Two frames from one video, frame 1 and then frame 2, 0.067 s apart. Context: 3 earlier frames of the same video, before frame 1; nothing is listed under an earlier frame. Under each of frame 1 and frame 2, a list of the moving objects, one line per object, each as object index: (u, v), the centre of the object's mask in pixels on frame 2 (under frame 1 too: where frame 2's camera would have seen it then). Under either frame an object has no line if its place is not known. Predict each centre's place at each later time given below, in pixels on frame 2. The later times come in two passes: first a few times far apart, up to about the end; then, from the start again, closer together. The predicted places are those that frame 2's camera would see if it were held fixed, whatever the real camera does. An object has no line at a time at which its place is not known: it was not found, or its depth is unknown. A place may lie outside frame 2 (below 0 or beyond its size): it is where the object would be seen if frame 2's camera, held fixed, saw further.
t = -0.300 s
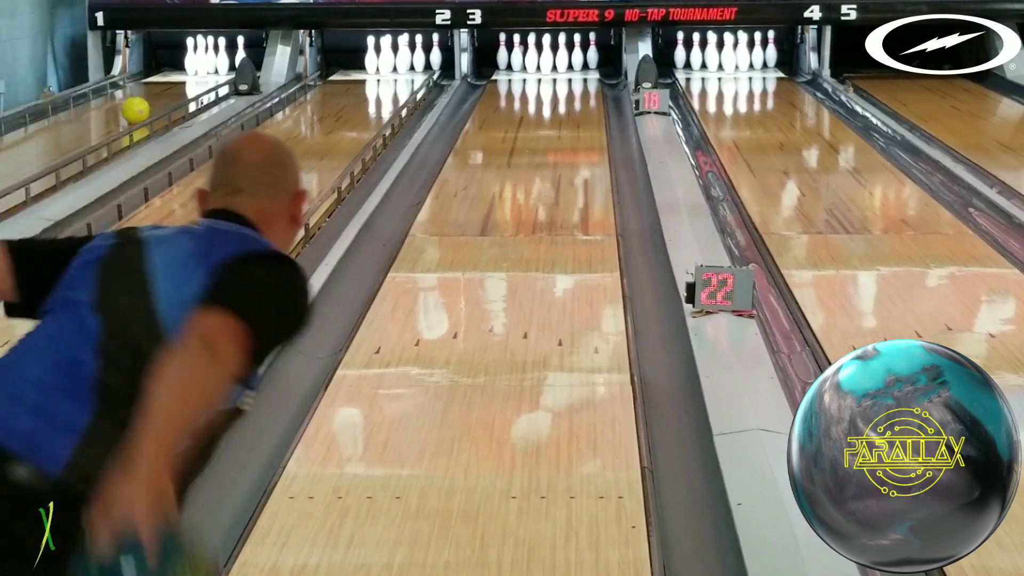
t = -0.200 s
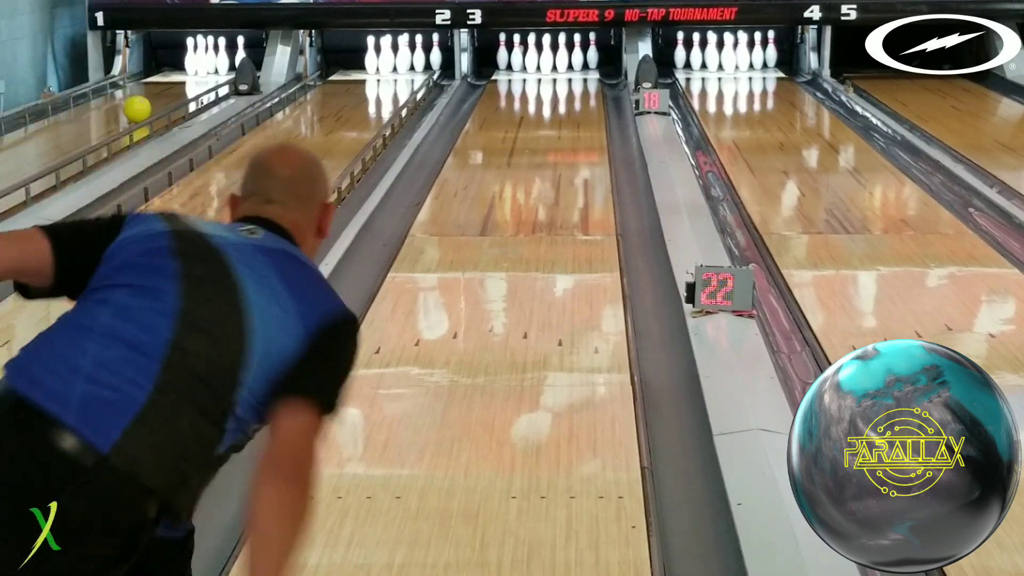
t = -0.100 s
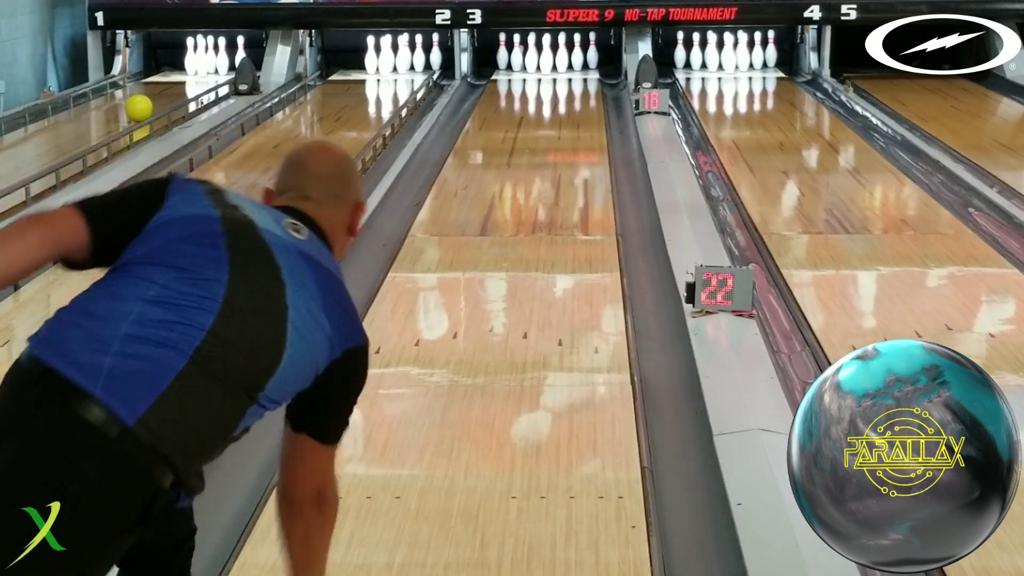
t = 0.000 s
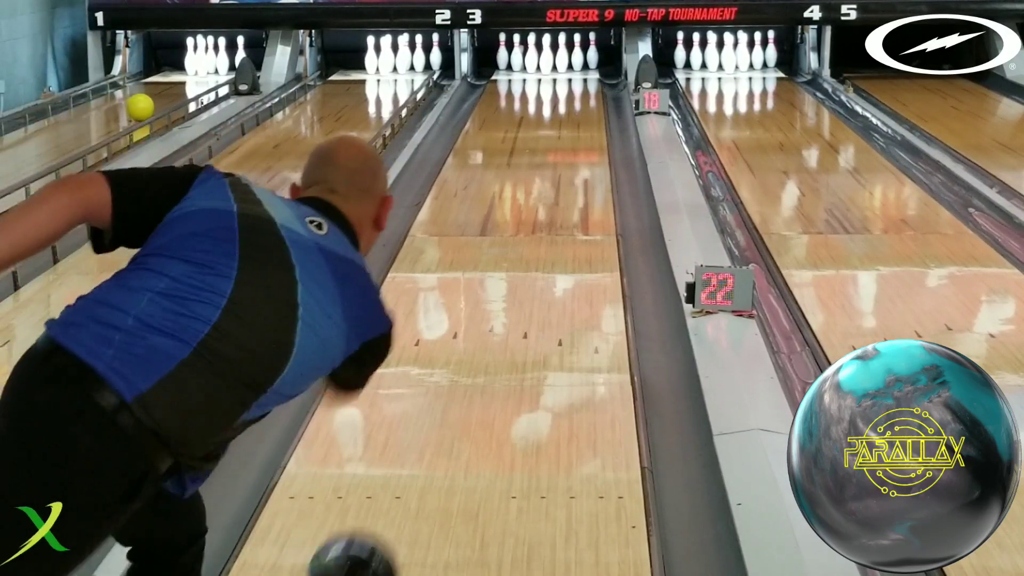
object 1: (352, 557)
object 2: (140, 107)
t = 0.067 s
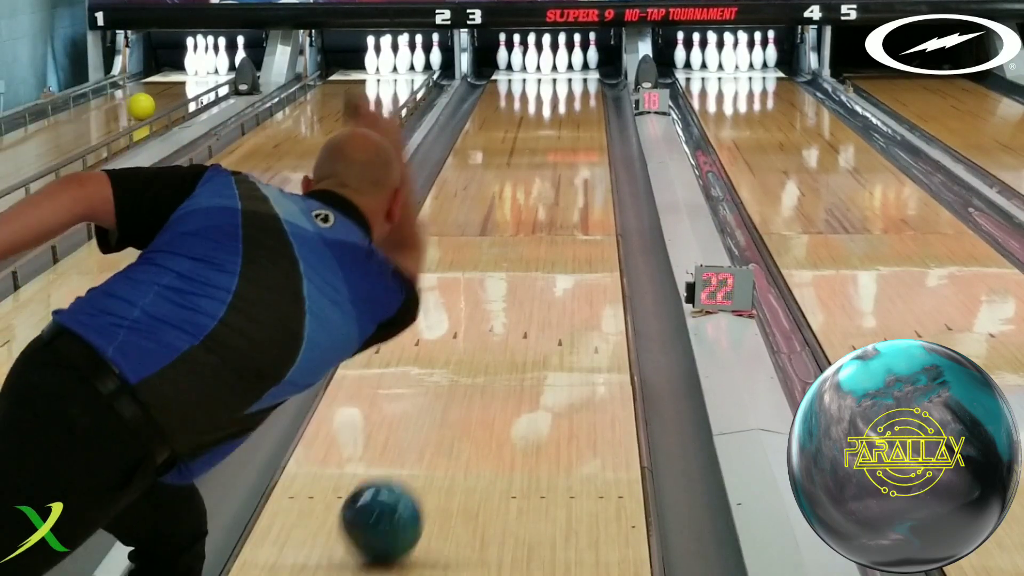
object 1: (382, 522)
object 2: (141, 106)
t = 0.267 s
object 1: (445, 396)
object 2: (144, 104)
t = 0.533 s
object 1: (496, 292)
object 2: (147, 101)
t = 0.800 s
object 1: (528, 225)
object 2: (151, 99)
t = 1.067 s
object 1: (550, 178)
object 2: (154, 96)
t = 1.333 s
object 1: (564, 142)
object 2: (157, 93)
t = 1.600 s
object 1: (574, 115)
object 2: (159, 91)
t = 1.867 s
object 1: (576, 94)
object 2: (162, 88)
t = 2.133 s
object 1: (569, 78)
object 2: (165, 86)
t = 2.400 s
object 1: (554, 66)
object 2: (165, 81)
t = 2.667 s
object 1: (553, 60)
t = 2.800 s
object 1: (551, 59)
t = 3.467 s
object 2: (180, 68)
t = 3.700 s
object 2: (178, 73)
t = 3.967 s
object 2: (180, 71)
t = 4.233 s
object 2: (182, 69)
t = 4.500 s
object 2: (184, 67)
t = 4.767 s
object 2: (185, 66)
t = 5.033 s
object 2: (184, 64)
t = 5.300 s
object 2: (181, 63)
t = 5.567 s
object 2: (178, 63)
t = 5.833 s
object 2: (176, 62)
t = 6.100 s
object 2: (173, 61)
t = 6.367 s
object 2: (170, 60)
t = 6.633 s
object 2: (167, 60)
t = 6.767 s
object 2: (166, 67)
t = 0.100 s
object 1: (395, 497)
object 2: (142, 106)
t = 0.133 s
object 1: (406, 474)
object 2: (142, 105)
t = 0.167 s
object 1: (416, 453)
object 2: (143, 105)
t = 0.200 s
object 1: (427, 433)
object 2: (143, 104)
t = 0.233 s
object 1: (436, 414)
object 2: (143, 104)
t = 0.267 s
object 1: (445, 396)
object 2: (144, 104)
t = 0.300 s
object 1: (452, 382)
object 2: (144, 104)
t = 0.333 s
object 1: (447, 386)
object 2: (145, 103)
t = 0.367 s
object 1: (476, 346)
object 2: (145, 103)
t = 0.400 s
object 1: (474, 339)
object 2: (146, 103)
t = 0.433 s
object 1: (480, 326)
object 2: (146, 102)
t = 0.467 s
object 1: (485, 314)
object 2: (147, 102)
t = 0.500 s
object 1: (491, 303)
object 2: (147, 102)
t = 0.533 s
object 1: (496, 292)
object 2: (147, 101)
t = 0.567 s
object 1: (501, 282)
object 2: (148, 101)
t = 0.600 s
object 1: (506, 272)
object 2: (148, 101)
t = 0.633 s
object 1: (509, 264)
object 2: (149, 100)
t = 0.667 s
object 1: (514, 255)
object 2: (149, 100)
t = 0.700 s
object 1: (518, 247)
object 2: (149, 100)
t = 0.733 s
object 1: (521, 239)
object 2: (150, 99)
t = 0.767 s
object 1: (525, 232)
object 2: (151, 99)
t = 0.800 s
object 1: (528, 225)
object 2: (151, 99)
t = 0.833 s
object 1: (531, 218)
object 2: (151, 98)
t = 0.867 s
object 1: (534, 211)
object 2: (152, 98)
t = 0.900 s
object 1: (537, 205)
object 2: (152, 98)
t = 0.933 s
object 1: (540, 199)
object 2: (152, 97)
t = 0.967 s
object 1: (543, 193)
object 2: (153, 97)
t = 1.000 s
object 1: (545, 188)
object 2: (153, 97)
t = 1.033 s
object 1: (548, 183)
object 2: (153, 96)
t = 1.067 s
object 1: (550, 178)
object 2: (154, 96)
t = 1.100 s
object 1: (552, 173)
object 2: (154, 96)
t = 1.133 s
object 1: (554, 168)
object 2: (154, 95)
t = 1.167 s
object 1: (556, 163)
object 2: (155, 95)
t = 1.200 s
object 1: (558, 158)
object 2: (155, 94)
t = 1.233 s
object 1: (560, 154)
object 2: (155, 94)
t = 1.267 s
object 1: (561, 150)
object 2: (156, 94)
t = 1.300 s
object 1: (563, 146)
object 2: (156, 94)
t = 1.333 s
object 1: (564, 142)
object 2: (157, 93)
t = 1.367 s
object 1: (566, 138)
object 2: (157, 93)
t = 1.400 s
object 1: (568, 134)
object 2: (157, 93)
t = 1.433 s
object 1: (569, 131)
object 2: (158, 93)
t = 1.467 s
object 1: (569, 128)
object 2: (158, 92)
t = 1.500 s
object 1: (571, 124)
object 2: (158, 92)
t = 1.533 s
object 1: (572, 121)
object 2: (159, 92)
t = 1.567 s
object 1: (573, 118)
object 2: (159, 92)
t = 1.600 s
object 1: (574, 115)
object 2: (159, 91)
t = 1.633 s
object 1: (574, 112)
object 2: (159, 91)
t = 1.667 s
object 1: (575, 110)
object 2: (160, 91)
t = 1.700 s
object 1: (576, 107)
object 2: (161, 90)
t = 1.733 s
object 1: (576, 104)
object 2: (161, 90)
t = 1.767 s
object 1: (576, 102)
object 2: (161, 89)
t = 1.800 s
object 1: (576, 99)
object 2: (161, 89)
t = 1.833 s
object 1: (576, 97)
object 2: (161, 89)
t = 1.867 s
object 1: (576, 94)
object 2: (162, 88)
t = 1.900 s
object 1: (576, 92)
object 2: (162, 88)
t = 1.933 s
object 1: (575, 90)
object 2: (162, 88)
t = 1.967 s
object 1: (575, 88)
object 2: (163, 88)
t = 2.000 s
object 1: (574, 86)
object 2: (163, 87)
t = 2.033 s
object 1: (573, 84)
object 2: (164, 87)
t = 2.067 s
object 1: (572, 82)
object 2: (164, 86)
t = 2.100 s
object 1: (571, 80)
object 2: (164, 86)
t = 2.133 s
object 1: (569, 78)
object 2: (165, 86)
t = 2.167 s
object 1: (568, 77)
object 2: (165, 85)
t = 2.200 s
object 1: (566, 75)
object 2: (165, 85)
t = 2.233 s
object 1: (564, 73)
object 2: (166, 85)
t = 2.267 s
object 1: (562, 72)
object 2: (166, 85)
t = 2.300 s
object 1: (561, 70)
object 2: (166, 85)
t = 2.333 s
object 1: (558, 69)
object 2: (167, 84)
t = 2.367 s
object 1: (556, 67)
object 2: (166, 83)
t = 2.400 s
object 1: (554, 66)
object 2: (165, 81)
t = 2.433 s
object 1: (554, 64)
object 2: (165, 78)
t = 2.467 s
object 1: (554, 63)
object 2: (164, 76)
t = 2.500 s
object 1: (553, 62)
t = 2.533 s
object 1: (553, 62)
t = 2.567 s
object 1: (554, 61)
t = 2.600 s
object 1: (554, 60)
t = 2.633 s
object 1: (554, 60)
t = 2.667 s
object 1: (553, 60)
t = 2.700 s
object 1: (552, 60)
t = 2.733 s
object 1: (553, 58)
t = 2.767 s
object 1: (553, 58)
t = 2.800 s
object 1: (551, 59)
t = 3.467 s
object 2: (180, 68)
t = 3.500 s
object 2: (179, 70)
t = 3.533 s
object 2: (179, 71)
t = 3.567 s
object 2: (178, 72)
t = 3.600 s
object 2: (178, 72)
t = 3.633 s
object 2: (178, 73)
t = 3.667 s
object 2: (178, 73)
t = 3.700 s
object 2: (178, 73)
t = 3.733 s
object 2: (178, 73)
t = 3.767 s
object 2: (179, 73)
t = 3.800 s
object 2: (179, 72)
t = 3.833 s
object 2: (179, 72)
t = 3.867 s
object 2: (179, 72)
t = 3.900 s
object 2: (180, 71)
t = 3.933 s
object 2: (180, 71)
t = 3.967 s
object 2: (180, 71)
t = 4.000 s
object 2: (180, 71)
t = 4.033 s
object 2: (181, 70)
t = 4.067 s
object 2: (181, 70)
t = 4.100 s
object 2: (181, 70)
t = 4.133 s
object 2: (181, 70)
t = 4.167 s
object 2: (181, 69)
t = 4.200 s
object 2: (181, 69)
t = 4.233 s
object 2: (182, 69)
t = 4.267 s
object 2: (182, 68)
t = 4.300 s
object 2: (182, 68)
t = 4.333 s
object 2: (183, 68)
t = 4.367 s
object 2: (183, 67)
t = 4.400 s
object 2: (183, 67)
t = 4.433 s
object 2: (183, 67)
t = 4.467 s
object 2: (184, 67)
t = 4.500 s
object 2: (184, 67)
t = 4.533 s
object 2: (184, 67)
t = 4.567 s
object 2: (184, 66)
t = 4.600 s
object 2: (184, 66)
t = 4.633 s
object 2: (184, 66)
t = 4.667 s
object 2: (184, 66)
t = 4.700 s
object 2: (185, 66)
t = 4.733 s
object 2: (185, 66)
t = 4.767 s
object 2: (185, 66)
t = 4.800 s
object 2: (185, 65)
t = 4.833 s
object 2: (185, 65)
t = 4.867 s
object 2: (184, 65)
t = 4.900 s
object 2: (184, 65)
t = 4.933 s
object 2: (184, 65)
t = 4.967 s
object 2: (184, 65)
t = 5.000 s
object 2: (184, 64)
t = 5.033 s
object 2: (184, 64)
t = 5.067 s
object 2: (184, 64)
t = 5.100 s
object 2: (183, 64)
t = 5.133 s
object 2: (183, 64)
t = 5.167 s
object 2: (183, 64)
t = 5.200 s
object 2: (182, 64)
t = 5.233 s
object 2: (182, 64)
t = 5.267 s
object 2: (182, 64)
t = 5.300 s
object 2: (181, 63)
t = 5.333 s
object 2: (181, 63)
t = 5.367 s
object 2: (181, 63)
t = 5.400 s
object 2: (180, 63)
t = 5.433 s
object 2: (180, 63)
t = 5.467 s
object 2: (179, 63)
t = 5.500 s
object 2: (179, 63)
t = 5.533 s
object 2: (179, 63)
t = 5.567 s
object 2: (178, 63)
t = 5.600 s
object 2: (178, 62)
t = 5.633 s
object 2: (178, 62)
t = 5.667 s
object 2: (177, 63)
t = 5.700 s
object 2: (177, 62)
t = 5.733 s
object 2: (177, 62)
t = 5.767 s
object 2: (176, 62)
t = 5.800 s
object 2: (176, 62)
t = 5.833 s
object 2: (176, 62)
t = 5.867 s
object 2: (175, 62)
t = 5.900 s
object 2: (175, 62)
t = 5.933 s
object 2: (174, 62)
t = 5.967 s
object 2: (174, 61)
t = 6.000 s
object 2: (174, 61)
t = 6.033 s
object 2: (173, 61)
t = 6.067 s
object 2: (173, 61)
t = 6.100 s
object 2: (173, 61)
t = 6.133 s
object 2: (172, 61)
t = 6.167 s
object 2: (172, 61)
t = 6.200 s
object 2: (172, 61)
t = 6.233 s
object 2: (171, 60)
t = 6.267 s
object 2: (171, 61)
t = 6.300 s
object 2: (171, 60)
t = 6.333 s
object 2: (170, 60)
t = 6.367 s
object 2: (170, 60)
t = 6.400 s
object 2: (170, 60)
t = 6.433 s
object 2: (169, 60)
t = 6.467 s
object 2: (169, 60)
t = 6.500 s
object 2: (168, 60)
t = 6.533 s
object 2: (168, 60)
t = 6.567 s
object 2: (168, 60)
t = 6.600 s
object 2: (167, 60)
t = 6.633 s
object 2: (167, 60)
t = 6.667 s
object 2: (167, 61)
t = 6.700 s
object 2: (167, 63)
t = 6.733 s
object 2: (167, 65)
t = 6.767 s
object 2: (166, 67)
